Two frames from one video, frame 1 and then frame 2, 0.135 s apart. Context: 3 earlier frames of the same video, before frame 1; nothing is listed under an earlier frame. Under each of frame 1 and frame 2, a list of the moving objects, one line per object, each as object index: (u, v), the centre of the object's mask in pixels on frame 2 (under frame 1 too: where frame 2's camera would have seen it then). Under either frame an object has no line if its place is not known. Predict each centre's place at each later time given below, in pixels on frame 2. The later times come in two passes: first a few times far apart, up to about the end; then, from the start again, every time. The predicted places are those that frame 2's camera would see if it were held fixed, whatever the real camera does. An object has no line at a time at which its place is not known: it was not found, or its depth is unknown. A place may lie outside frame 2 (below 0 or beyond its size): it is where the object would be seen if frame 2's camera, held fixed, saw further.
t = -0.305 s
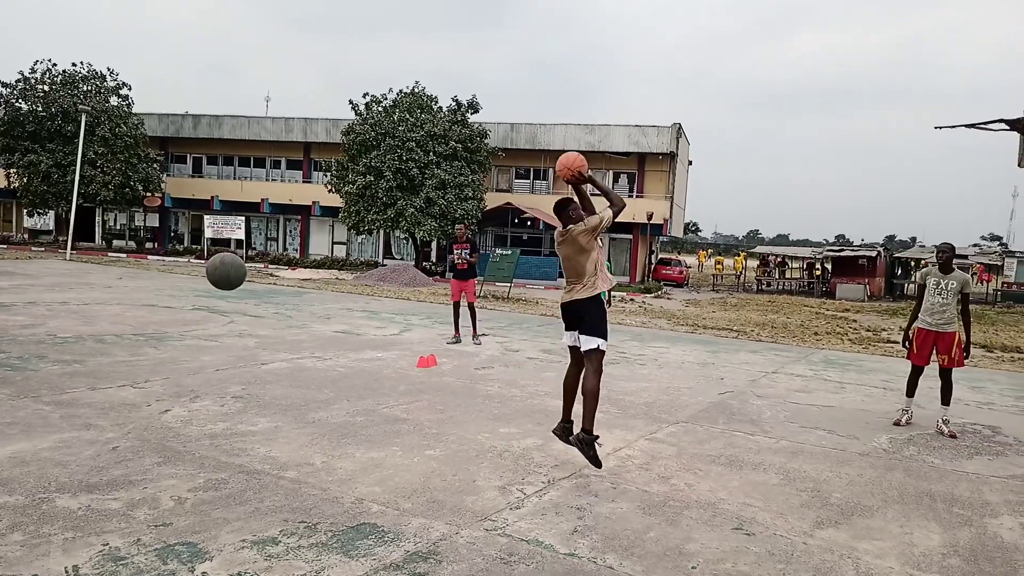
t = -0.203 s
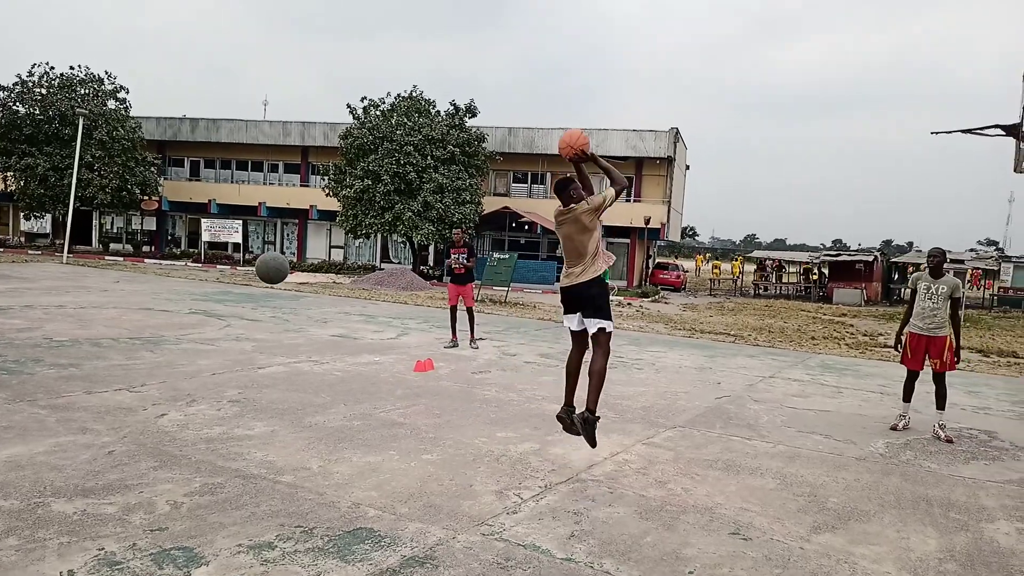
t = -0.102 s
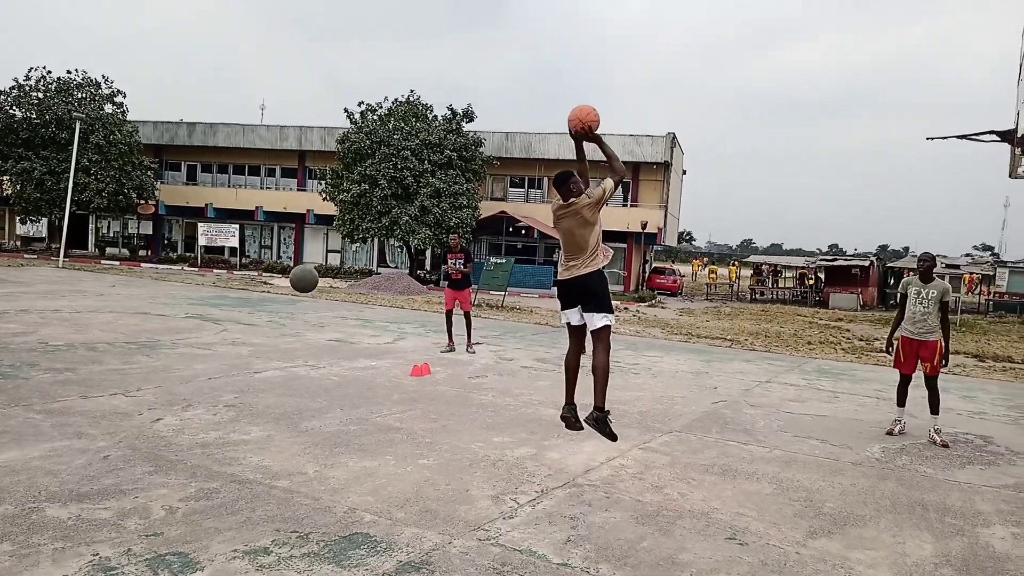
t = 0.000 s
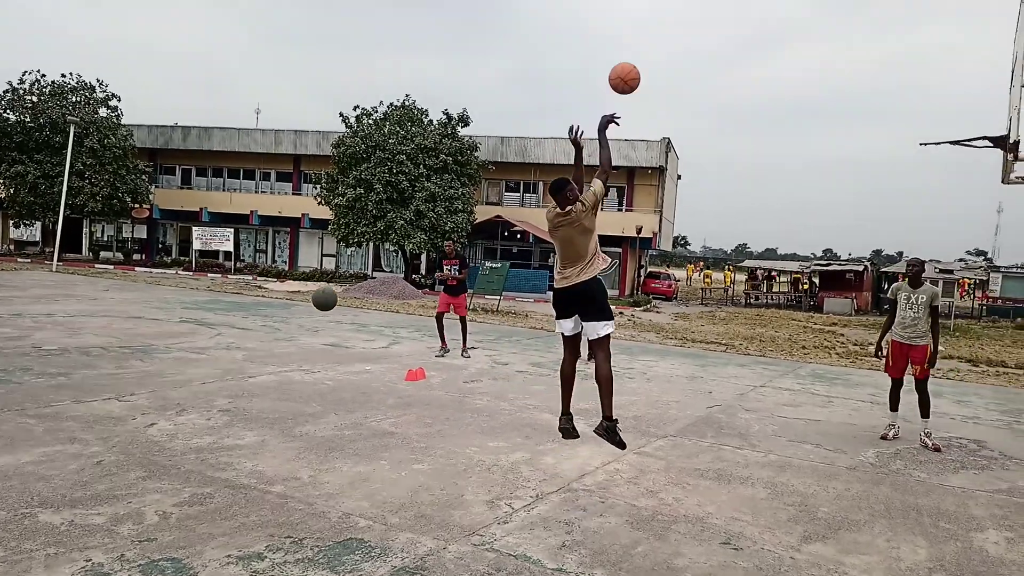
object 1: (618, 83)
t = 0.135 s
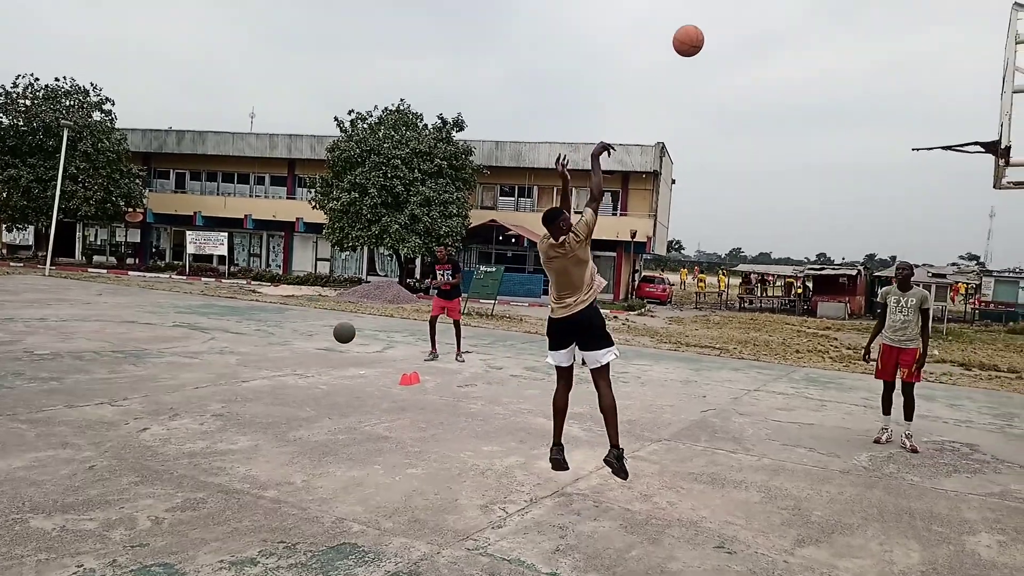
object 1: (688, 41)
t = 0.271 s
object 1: (753, 22)
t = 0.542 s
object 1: (870, 53)
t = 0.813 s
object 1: (956, 159)
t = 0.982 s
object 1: (948, 231)
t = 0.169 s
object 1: (705, 34)
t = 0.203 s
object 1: (721, 29)
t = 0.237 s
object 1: (737, 25)
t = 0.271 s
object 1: (753, 22)
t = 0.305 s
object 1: (768, 21)
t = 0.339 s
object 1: (784, 22)
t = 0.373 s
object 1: (799, 23)
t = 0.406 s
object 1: (814, 27)
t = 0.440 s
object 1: (828, 31)
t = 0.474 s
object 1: (843, 37)
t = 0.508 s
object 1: (857, 44)
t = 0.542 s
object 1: (870, 53)
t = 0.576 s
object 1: (883, 62)
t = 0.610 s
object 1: (896, 74)
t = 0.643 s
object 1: (909, 86)
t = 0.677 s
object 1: (922, 100)
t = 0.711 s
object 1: (934, 114)
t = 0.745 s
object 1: (946, 130)
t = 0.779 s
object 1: (957, 146)
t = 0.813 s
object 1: (956, 159)
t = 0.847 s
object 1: (955, 171)
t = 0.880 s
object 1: (953, 184)
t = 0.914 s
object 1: (951, 199)
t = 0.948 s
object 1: (949, 214)
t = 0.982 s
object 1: (948, 231)
